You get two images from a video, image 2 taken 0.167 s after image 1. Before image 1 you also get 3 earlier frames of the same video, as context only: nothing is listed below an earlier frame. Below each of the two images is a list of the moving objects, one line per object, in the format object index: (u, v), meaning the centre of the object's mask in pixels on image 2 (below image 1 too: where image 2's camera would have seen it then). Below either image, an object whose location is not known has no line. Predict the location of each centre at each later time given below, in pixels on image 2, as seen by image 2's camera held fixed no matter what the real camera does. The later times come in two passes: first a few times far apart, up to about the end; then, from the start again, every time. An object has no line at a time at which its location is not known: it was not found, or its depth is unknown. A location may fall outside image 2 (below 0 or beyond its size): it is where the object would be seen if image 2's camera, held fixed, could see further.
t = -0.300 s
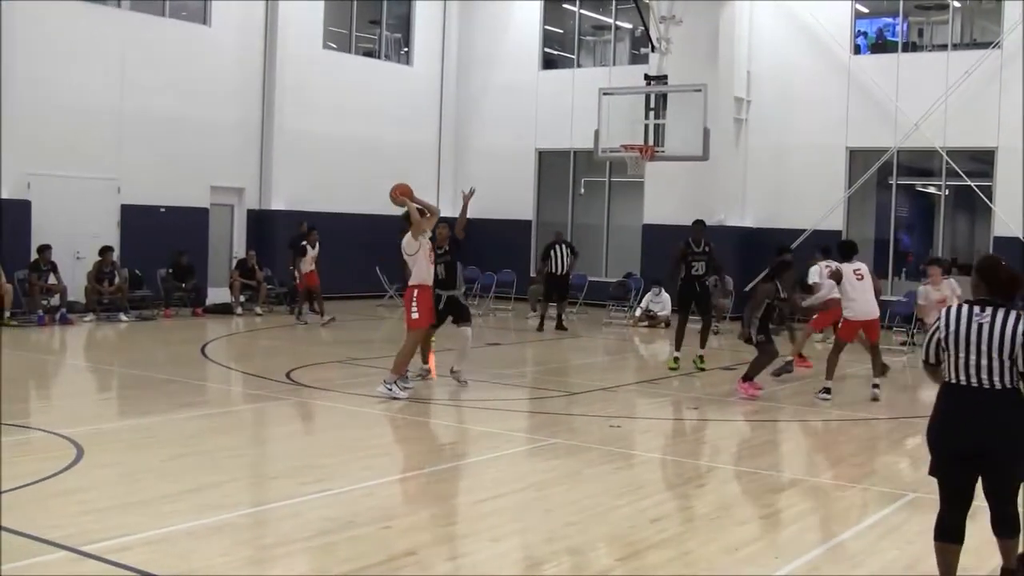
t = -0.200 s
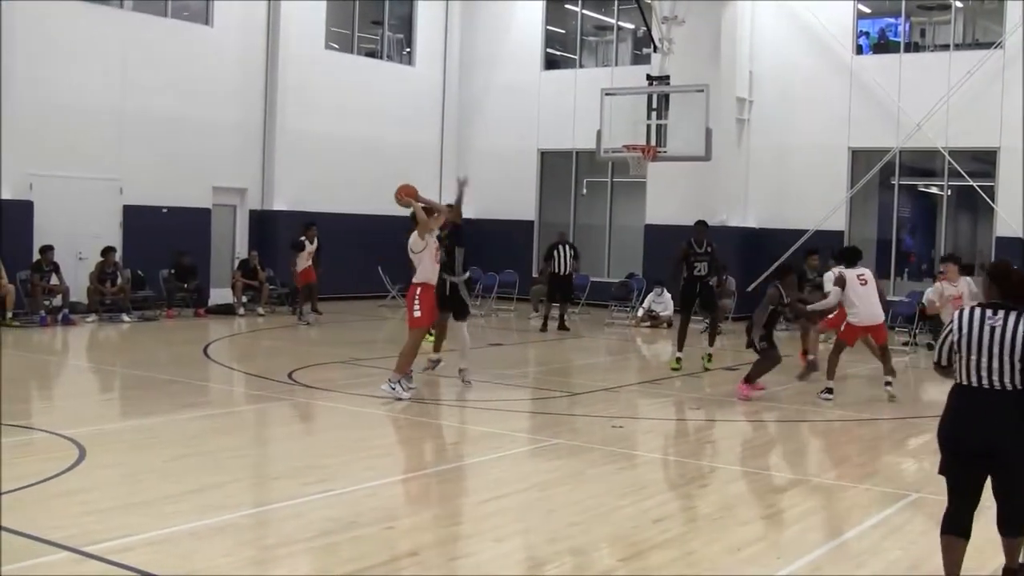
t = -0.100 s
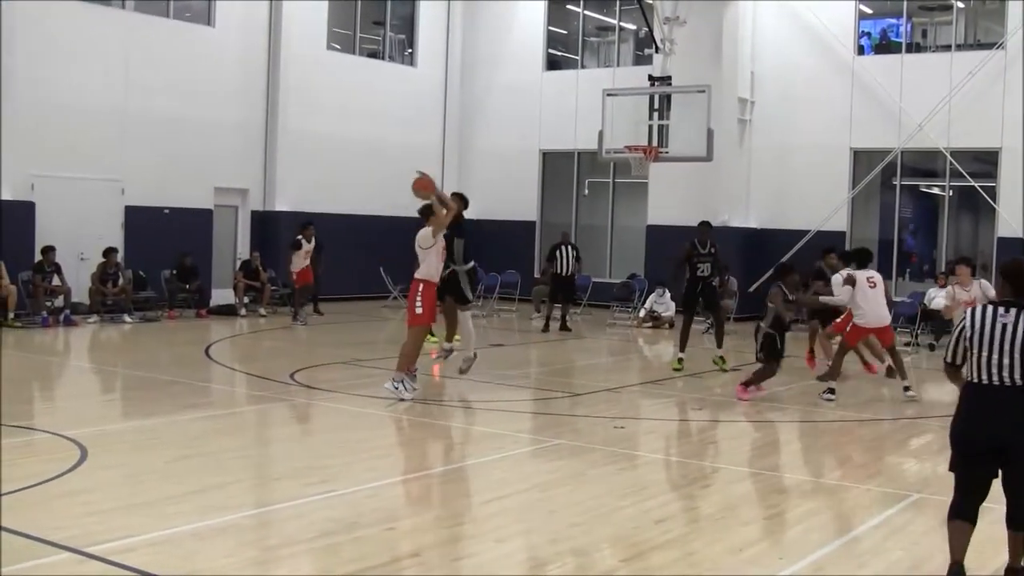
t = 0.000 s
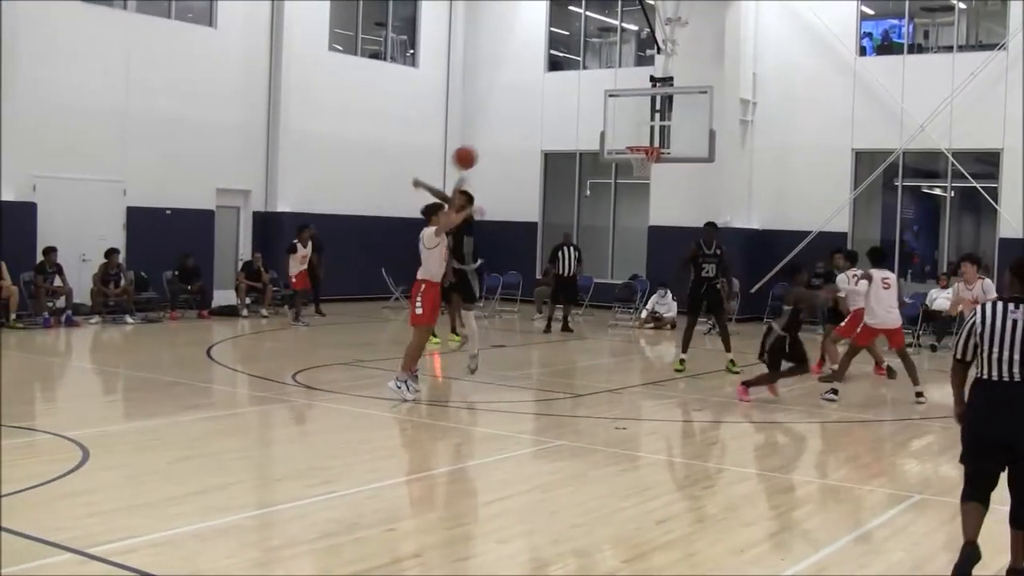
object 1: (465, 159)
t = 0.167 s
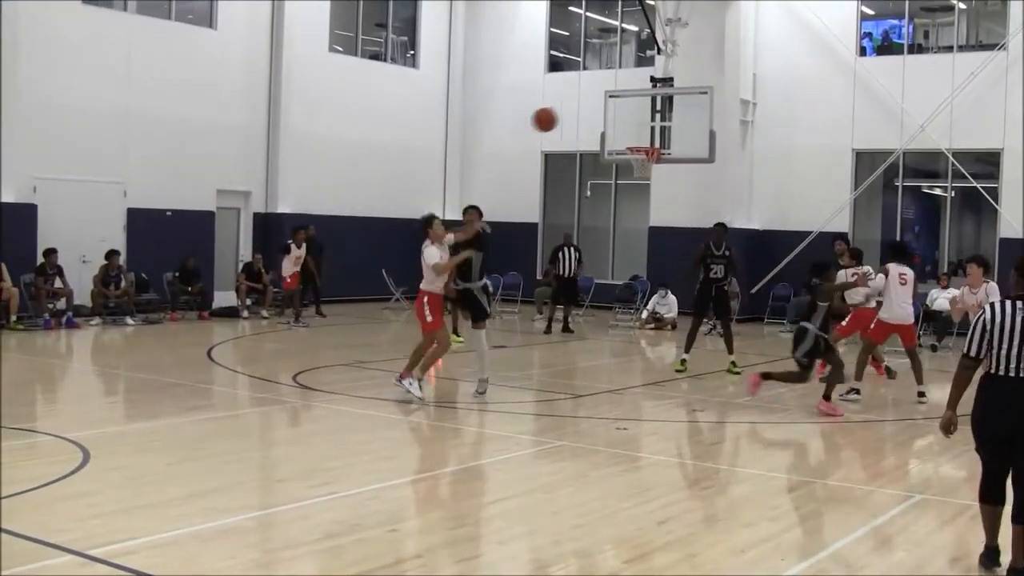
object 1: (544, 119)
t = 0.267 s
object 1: (592, 109)
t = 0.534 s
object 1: (727, 131)
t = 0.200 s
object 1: (560, 115)
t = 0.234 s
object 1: (577, 111)
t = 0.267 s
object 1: (592, 109)
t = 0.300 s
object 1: (610, 108)
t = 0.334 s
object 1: (626, 108)
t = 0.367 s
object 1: (642, 109)
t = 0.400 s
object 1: (659, 111)
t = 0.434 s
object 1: (677, 114)
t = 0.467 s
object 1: (693, 118)
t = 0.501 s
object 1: (710, 124)
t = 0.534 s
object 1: (727, 131)
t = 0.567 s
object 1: (744, 139)
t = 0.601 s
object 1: (761, 148)
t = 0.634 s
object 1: (778, 159)
